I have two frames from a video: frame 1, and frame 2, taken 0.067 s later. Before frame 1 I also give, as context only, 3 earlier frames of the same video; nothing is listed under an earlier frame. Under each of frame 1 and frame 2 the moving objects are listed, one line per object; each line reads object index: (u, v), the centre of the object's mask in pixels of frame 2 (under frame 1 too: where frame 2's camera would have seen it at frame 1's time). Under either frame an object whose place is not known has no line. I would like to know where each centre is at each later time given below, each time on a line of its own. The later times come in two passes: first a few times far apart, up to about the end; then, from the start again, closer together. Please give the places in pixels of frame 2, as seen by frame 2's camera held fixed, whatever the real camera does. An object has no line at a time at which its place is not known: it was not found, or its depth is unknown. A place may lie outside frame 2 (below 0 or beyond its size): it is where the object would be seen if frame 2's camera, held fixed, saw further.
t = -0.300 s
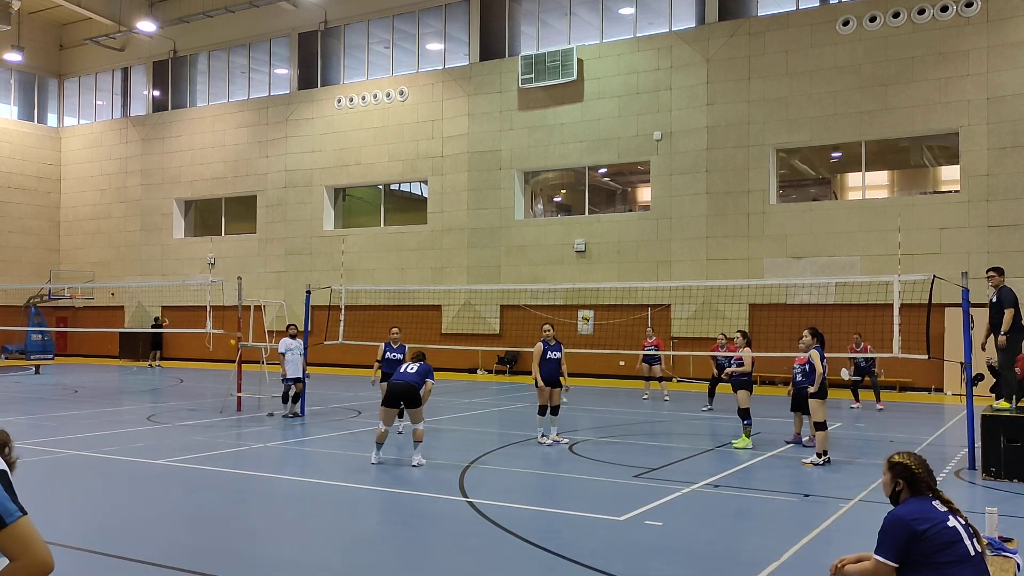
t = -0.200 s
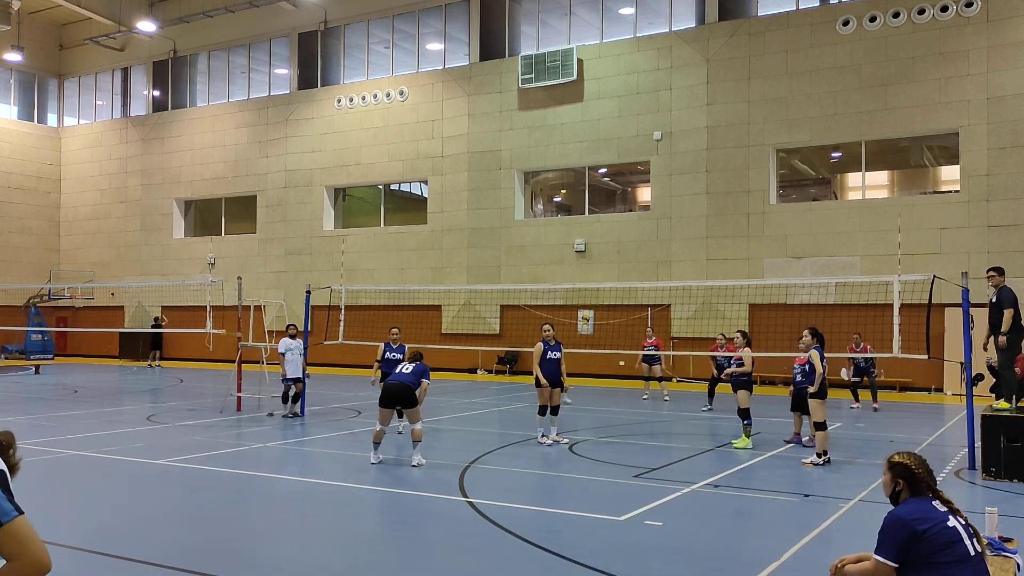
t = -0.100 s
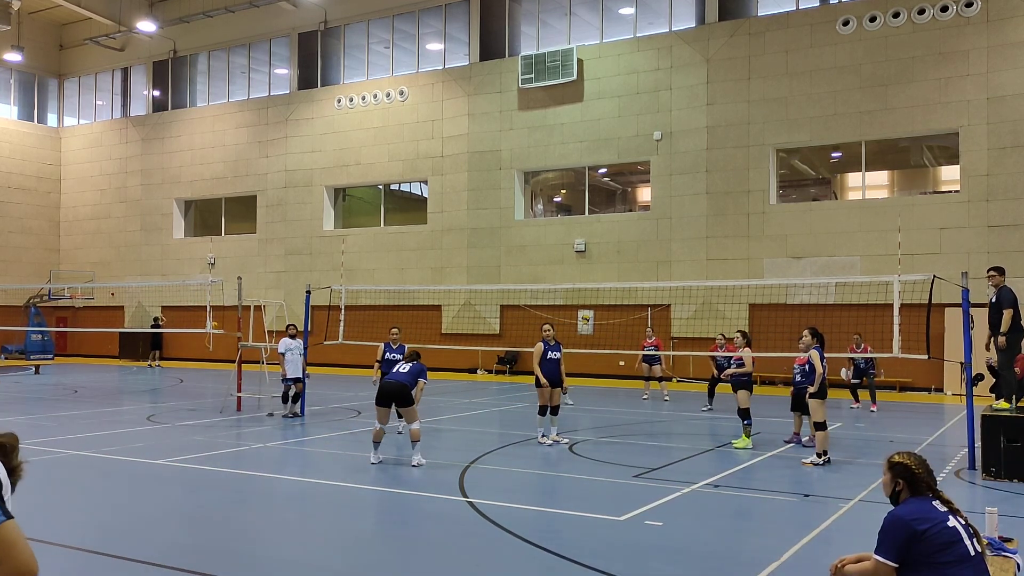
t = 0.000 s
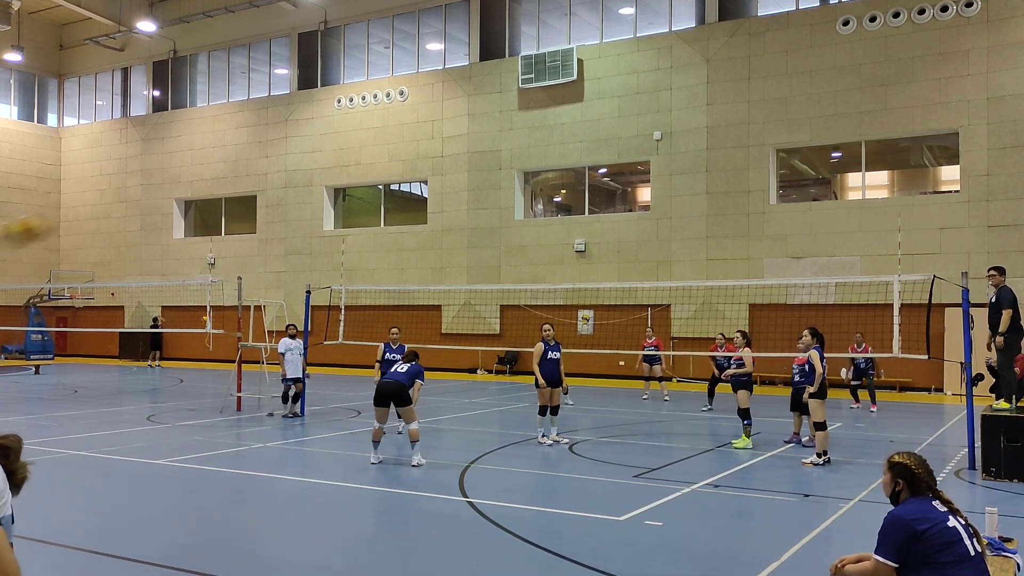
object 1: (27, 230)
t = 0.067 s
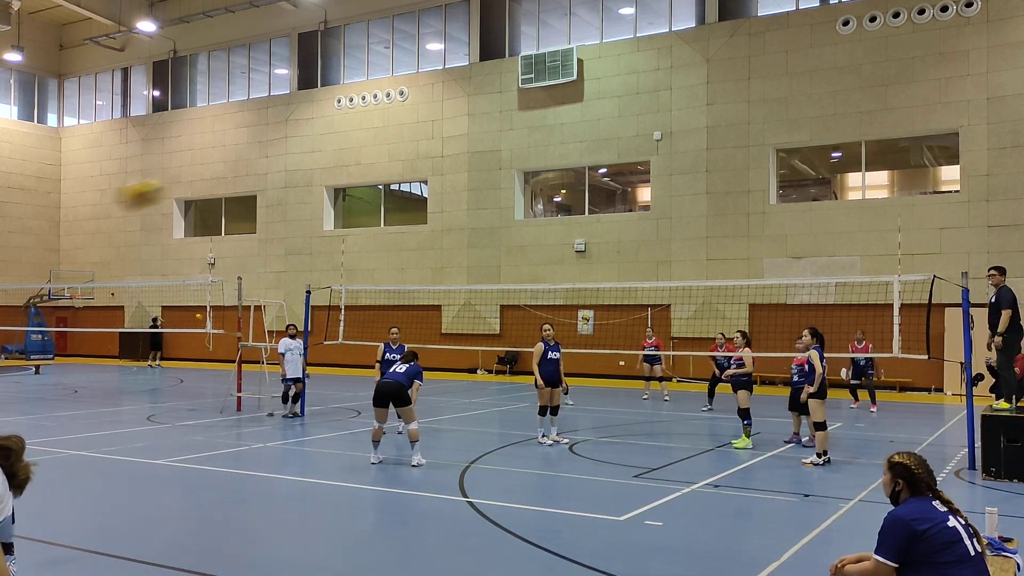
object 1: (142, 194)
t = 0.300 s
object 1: (419, 135)
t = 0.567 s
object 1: (603, 143)
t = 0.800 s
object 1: (706, 183)
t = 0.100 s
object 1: (192, 180)
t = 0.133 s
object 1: (241, 167)
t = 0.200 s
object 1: (318, 151)
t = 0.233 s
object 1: (355, 145)
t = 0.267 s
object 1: (389, 139)
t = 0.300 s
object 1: (419, 135)
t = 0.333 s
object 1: (446, 134)
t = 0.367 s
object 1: (475, 131)
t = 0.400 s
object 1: (498, 130)
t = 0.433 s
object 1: (522, 130)
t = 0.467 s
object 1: (544, 132)
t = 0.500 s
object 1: (565, 135)
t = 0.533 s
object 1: (584, 138)
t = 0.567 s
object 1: (603, 143)
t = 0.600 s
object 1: (621, 147)
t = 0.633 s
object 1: (638, 153)
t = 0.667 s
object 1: (653, 158)
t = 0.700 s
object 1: (667, 163)
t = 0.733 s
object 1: (681, 170)
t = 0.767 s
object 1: (694, 176)
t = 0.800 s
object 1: (706, 183)
